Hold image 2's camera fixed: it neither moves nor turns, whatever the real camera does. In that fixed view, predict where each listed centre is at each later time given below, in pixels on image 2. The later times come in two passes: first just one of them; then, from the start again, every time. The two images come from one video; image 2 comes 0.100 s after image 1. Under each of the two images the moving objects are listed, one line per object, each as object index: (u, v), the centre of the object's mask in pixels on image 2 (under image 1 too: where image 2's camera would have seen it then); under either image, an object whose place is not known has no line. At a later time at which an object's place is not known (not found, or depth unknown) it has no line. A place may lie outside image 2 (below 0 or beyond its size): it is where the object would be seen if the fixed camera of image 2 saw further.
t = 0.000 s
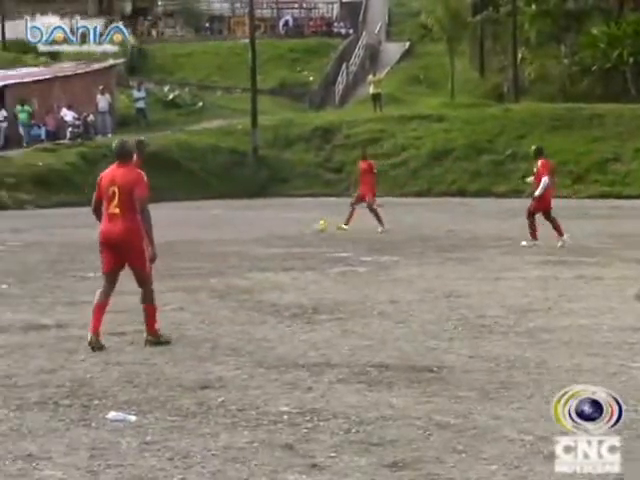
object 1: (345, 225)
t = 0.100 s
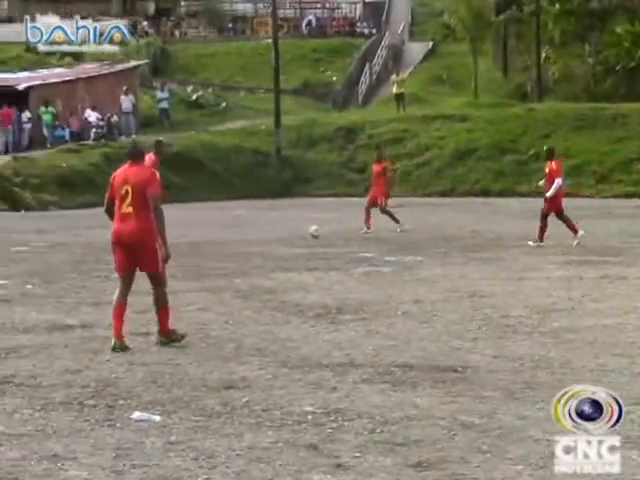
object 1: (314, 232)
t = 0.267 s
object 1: (268, 233)
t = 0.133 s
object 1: (305, 232)
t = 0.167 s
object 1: (299, 232)
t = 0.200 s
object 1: (289, 232)
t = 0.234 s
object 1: (277, 234)
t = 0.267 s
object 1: (268, 233)
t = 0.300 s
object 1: (261, 233)
